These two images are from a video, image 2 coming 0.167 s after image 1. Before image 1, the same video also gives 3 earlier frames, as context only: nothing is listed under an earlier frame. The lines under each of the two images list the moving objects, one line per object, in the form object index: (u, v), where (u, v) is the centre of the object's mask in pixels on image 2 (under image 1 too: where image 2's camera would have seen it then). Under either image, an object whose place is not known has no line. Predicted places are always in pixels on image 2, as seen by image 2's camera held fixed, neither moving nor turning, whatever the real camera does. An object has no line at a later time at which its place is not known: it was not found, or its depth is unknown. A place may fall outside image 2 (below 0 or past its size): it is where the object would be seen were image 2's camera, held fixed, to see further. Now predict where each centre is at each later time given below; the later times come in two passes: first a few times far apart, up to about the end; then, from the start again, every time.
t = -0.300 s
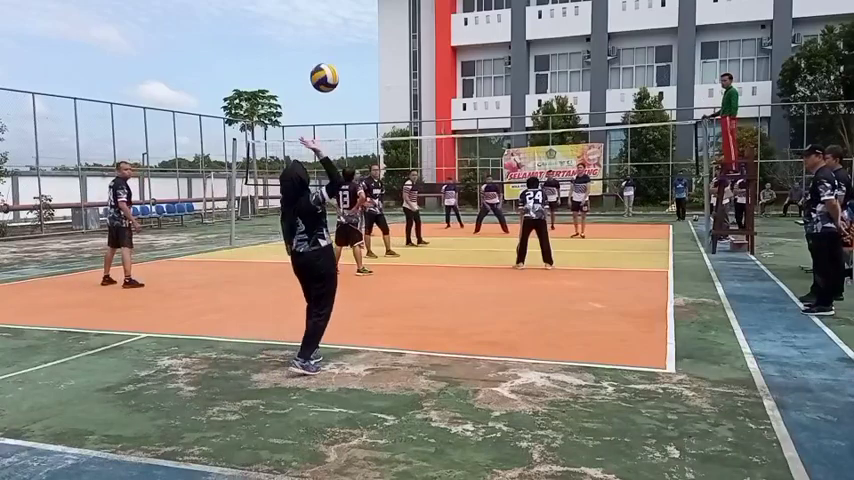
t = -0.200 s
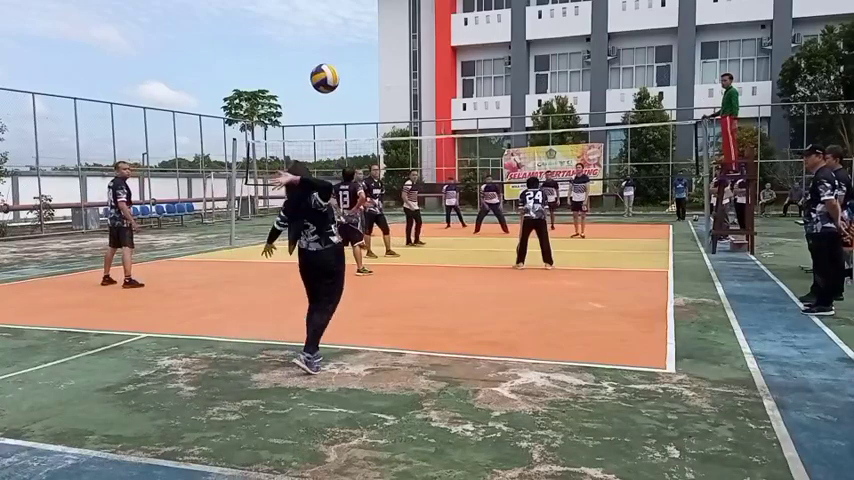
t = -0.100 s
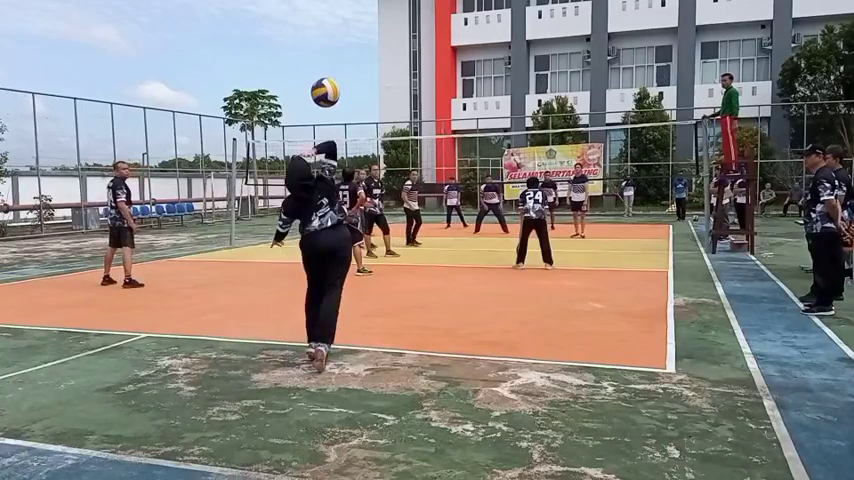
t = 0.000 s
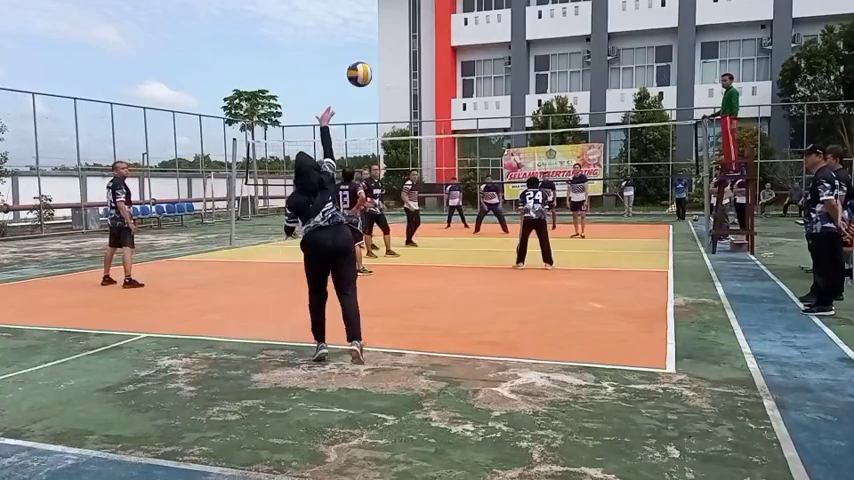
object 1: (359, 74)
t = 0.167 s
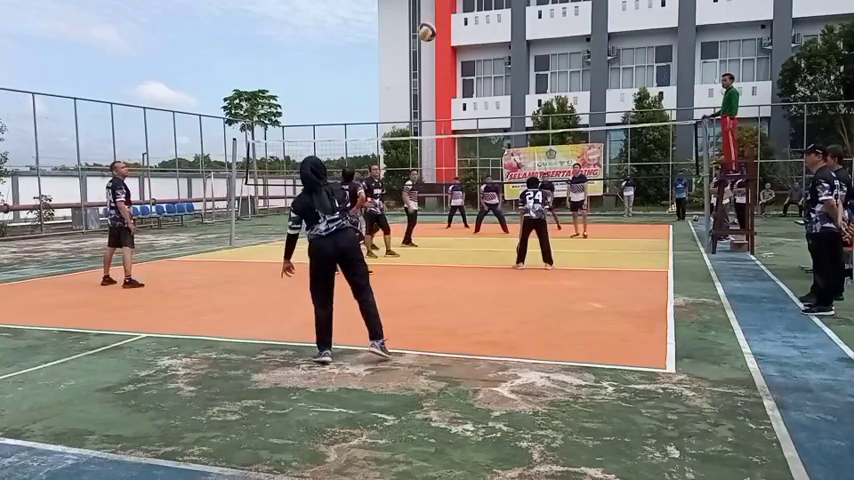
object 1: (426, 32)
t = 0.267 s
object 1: (453, 24)
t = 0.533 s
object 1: (496, 47)
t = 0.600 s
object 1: (505, 59)
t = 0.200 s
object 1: (436, 27)
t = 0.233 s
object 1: (445, 25)
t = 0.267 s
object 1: (453, 24)
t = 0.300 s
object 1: (460, 25)
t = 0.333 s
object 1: (466, 26)
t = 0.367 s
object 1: (472, 28)
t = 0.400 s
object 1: (478, 32)
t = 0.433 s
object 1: (483, 35)
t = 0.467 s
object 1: (487, 39)
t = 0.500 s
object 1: (491, 43)
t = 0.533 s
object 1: (496, 47)
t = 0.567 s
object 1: (500, 53)
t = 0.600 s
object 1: (505, 59)
